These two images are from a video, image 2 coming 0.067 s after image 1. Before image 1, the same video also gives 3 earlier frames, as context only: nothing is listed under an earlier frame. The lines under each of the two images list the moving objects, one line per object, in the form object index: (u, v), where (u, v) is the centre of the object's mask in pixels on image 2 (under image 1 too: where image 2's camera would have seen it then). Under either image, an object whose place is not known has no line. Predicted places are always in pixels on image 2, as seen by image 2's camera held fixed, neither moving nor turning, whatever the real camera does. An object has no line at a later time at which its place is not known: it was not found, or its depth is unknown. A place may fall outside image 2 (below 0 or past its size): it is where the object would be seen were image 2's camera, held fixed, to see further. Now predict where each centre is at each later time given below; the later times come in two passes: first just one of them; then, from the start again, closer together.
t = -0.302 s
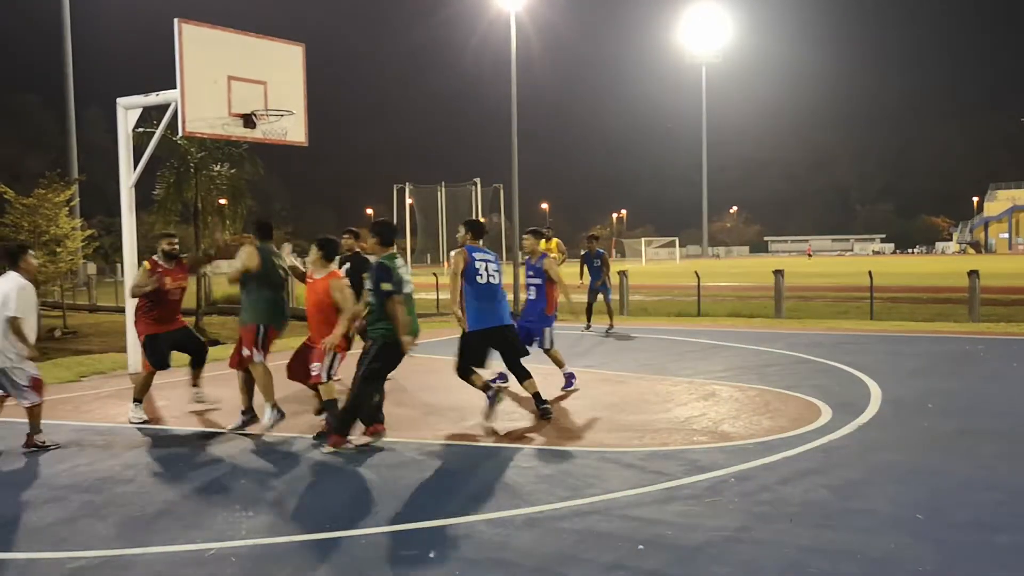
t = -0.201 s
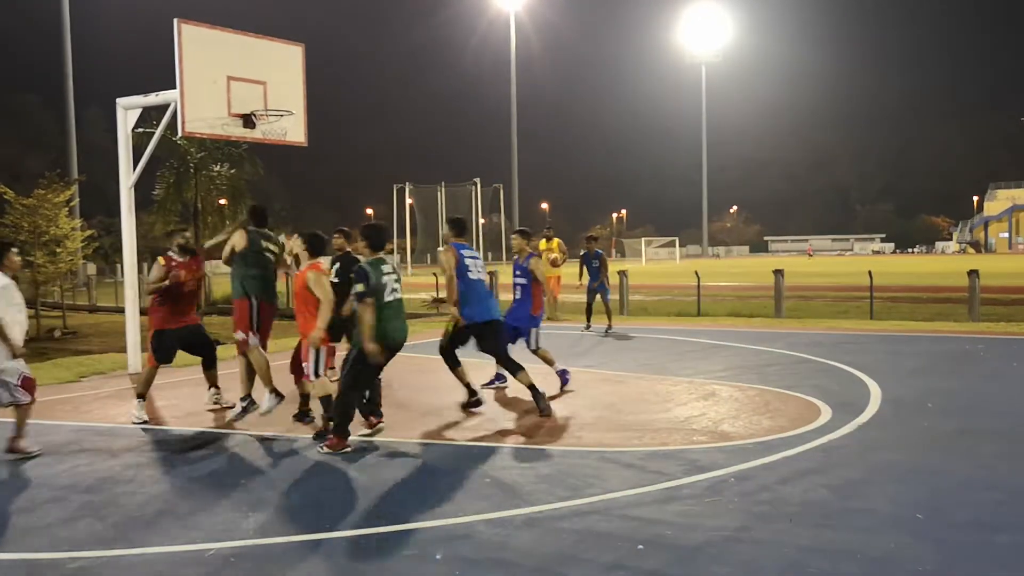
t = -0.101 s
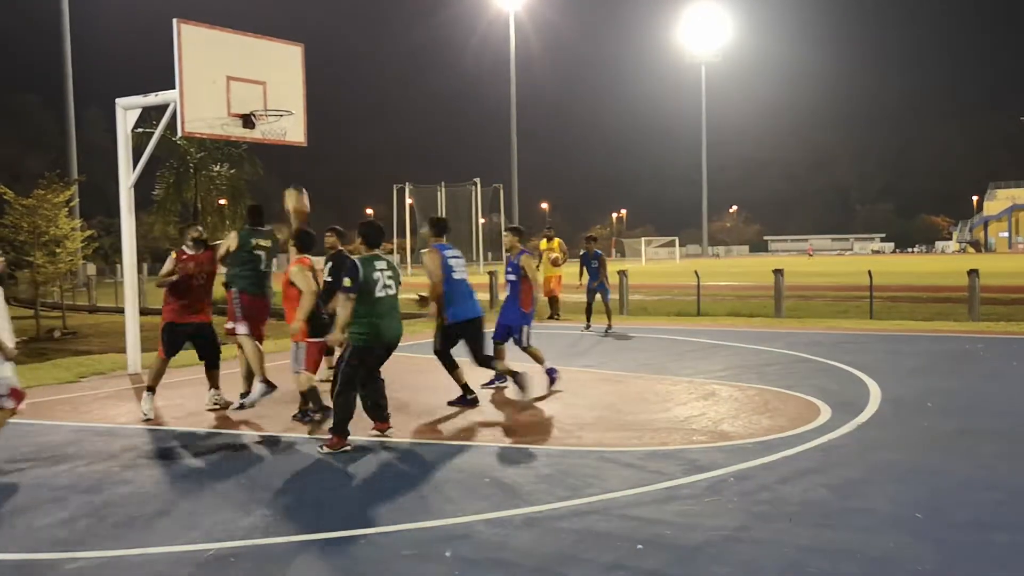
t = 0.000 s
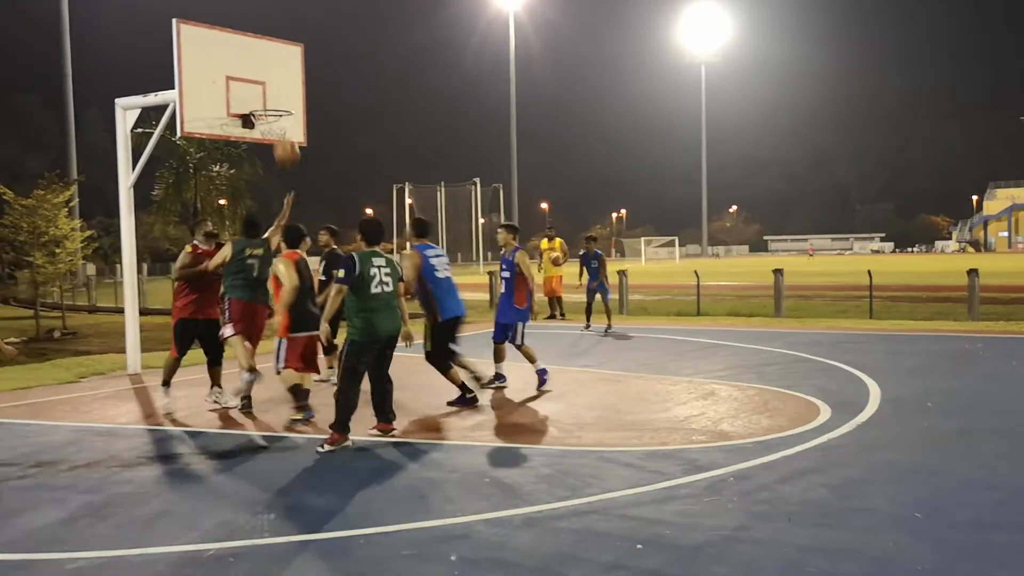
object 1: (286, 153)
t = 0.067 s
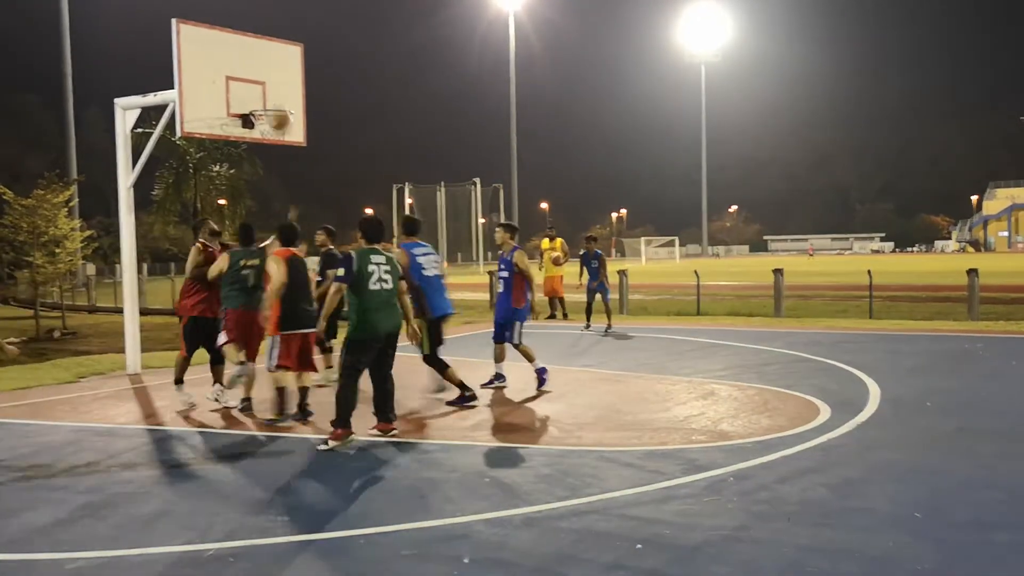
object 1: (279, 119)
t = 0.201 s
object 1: (267, 76)
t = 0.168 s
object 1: (270, 85)
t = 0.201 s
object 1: (267, 76)
